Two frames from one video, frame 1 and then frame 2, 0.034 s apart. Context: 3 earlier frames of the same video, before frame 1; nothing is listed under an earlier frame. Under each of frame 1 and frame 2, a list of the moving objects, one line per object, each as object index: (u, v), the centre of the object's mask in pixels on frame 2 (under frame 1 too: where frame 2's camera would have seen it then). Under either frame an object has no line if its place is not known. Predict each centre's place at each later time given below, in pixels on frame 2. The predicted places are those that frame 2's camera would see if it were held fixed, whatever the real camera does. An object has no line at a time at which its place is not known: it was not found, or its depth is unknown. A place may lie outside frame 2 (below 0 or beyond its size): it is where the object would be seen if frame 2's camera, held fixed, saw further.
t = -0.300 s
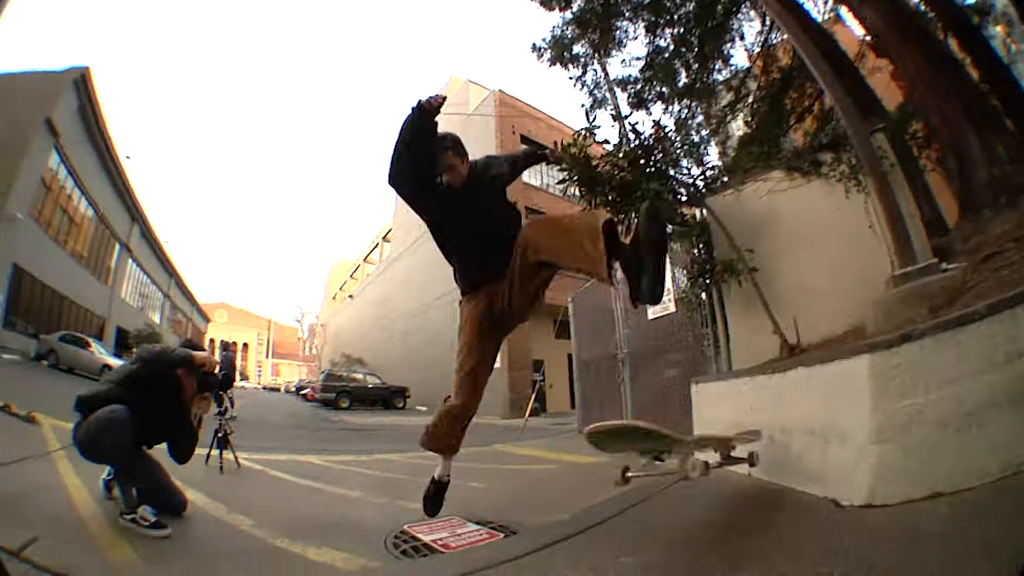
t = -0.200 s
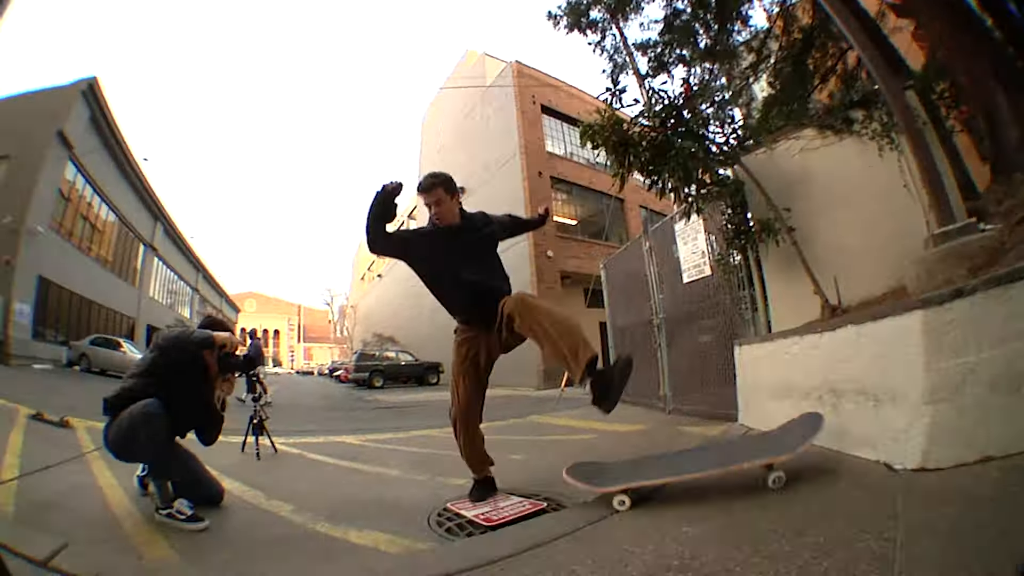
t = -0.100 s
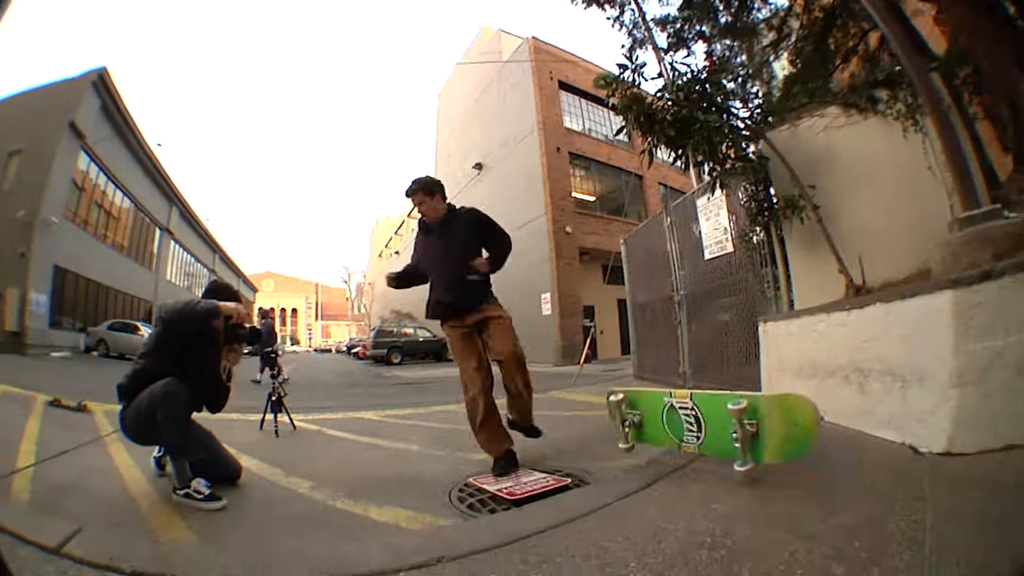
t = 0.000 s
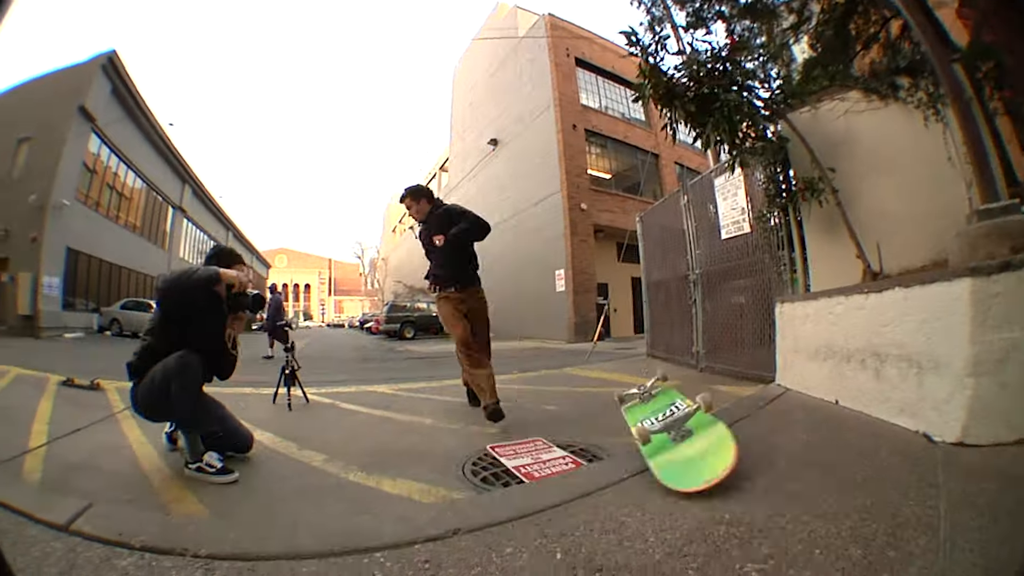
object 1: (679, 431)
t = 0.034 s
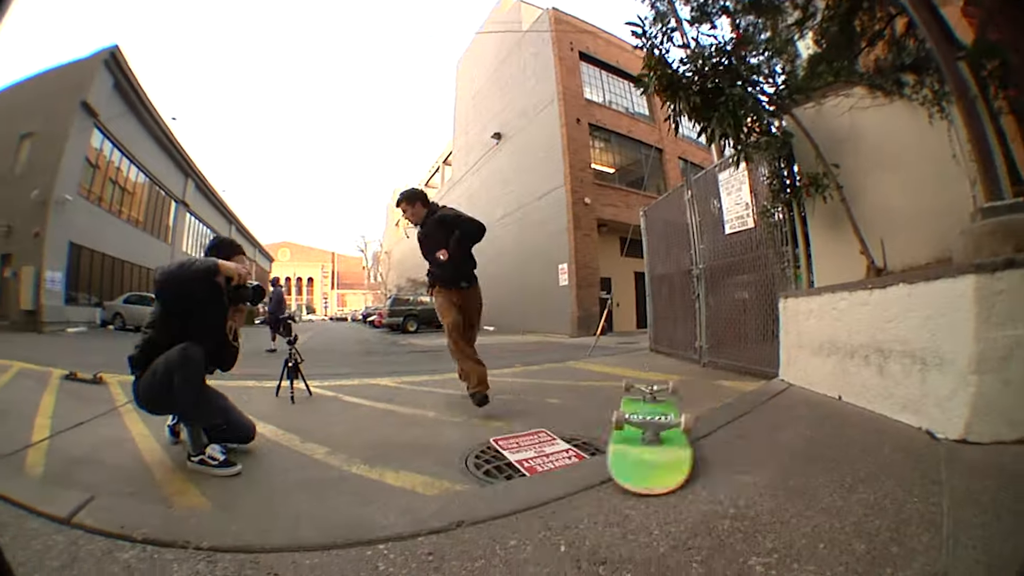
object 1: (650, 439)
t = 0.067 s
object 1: (626, 434)
